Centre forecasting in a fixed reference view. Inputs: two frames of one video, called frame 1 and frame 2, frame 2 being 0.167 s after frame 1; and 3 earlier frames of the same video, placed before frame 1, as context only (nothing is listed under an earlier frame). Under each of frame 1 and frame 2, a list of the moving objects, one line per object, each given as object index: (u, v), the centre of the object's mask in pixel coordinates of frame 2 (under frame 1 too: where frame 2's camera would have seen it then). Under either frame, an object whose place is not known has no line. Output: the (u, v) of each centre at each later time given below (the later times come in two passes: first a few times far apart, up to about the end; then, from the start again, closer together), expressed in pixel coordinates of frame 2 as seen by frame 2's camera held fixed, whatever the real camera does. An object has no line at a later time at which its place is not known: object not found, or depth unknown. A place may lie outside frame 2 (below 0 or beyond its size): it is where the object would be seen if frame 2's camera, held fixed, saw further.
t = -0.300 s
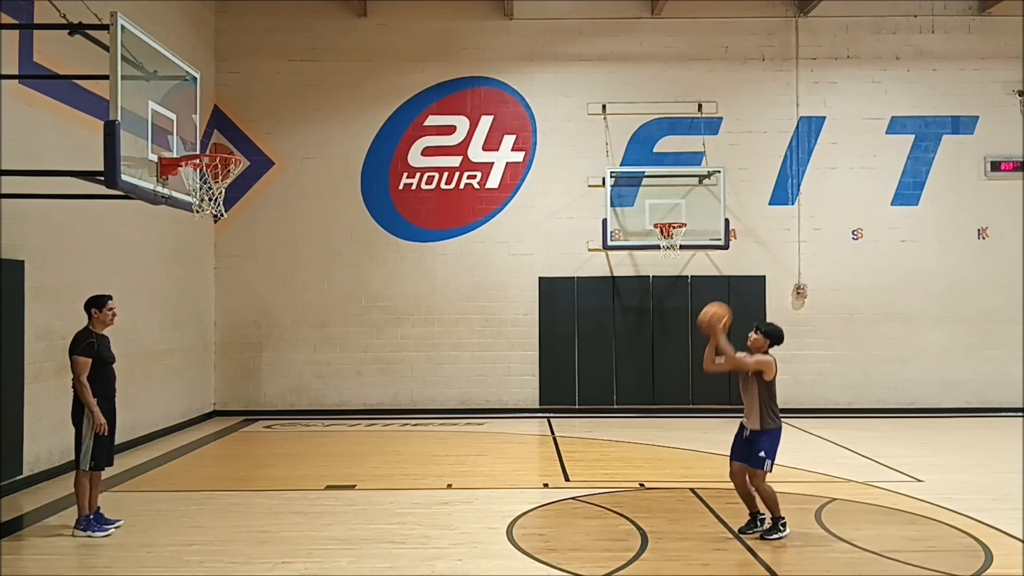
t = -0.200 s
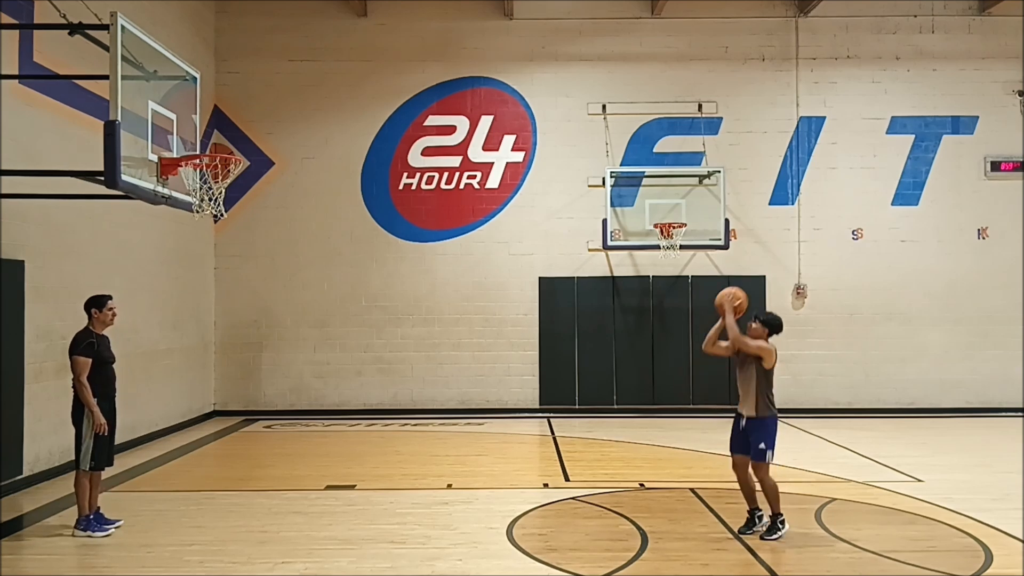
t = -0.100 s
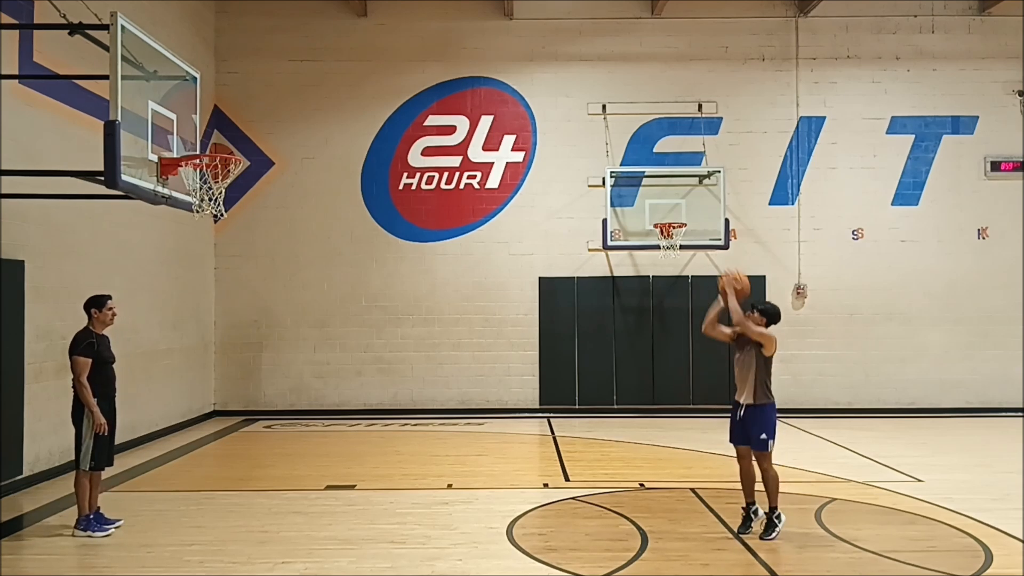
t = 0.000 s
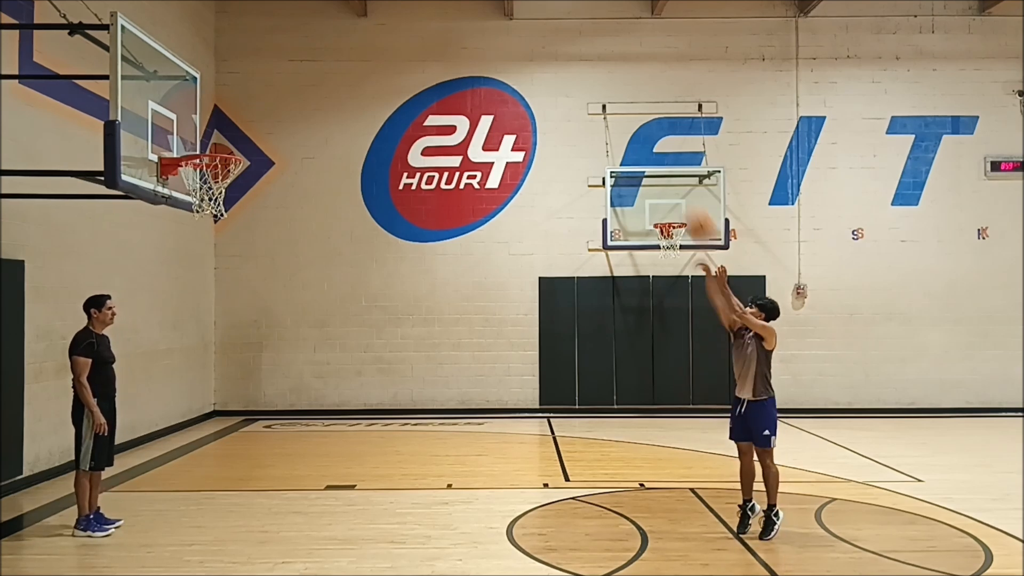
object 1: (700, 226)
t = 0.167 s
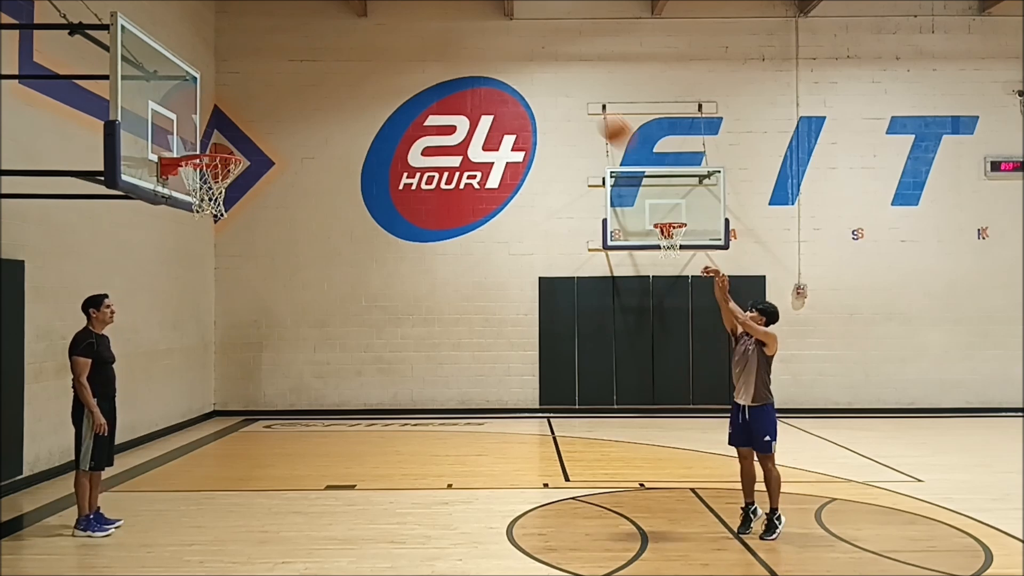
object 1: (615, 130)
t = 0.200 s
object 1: (600, 115)
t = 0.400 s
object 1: (505, 51)
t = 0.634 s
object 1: (396, 38)
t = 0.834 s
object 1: (303, 80)
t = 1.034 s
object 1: (216, 164)
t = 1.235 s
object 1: (182, 241)
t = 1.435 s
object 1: (186, 357)
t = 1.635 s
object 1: (190, 519)
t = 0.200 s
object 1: (600, 115)
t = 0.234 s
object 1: (583, 99)
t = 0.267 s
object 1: (568, 88)
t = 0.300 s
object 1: (552, 77)
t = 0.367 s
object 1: (521, 58)
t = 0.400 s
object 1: (505, 51)
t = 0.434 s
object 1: (489, 45)
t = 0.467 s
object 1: (474, 41)
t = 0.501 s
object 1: (458, 37)
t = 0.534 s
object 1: (443, 36)
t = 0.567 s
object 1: (427, 35)
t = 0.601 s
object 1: (412, 36)
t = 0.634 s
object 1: (396, 38)
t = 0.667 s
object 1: (381, 41)
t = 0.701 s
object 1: (365, 47)
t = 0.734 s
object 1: (350, 53)
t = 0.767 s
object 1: (334, 60)
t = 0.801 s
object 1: (318, 70)
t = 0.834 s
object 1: (303, 80)
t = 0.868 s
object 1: (288, 91)
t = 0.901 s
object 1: (272, 104)
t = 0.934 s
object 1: (258, 118)
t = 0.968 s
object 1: (243, 133)
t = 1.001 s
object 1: (229, 144)
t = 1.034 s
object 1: (216, 164)
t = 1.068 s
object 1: (196, 187)
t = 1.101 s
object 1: (186, 197)
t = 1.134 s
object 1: (182, 201)
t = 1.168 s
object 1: (181, 213)
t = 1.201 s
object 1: (182, 226)
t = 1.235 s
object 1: (182, 241)
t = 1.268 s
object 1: (183, 257)
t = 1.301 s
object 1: (184, 274)
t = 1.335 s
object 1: (184, 293)
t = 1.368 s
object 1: (185, 314)
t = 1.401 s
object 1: (186, 335)
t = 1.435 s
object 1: (186, 357)
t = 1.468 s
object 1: (186, 383)
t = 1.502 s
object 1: (187, 408)
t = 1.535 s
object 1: (190, 435)
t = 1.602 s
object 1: (187, 498)
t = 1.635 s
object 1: (190, 519)
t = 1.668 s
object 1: (193, 503)
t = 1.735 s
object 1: (200, 460)
